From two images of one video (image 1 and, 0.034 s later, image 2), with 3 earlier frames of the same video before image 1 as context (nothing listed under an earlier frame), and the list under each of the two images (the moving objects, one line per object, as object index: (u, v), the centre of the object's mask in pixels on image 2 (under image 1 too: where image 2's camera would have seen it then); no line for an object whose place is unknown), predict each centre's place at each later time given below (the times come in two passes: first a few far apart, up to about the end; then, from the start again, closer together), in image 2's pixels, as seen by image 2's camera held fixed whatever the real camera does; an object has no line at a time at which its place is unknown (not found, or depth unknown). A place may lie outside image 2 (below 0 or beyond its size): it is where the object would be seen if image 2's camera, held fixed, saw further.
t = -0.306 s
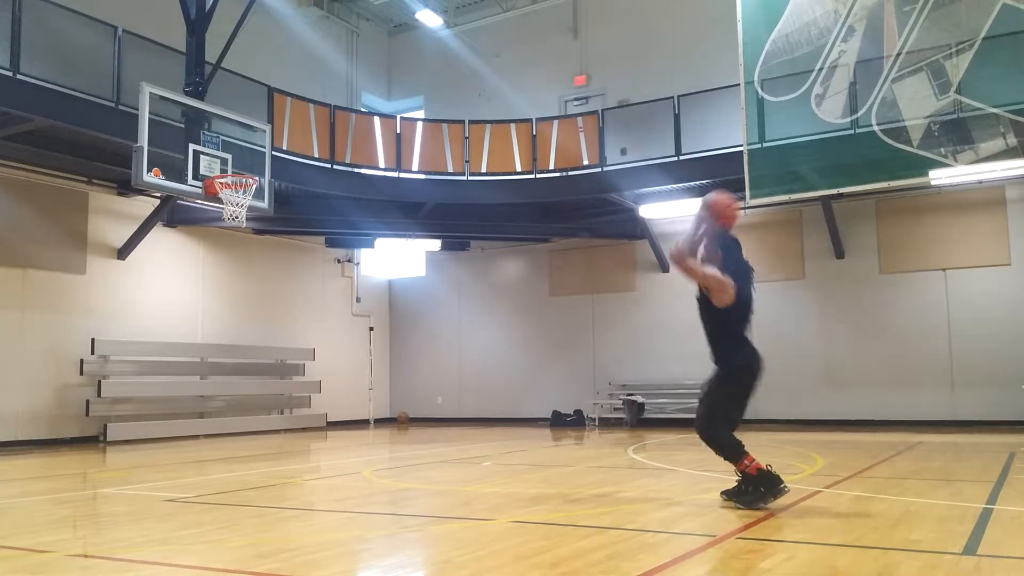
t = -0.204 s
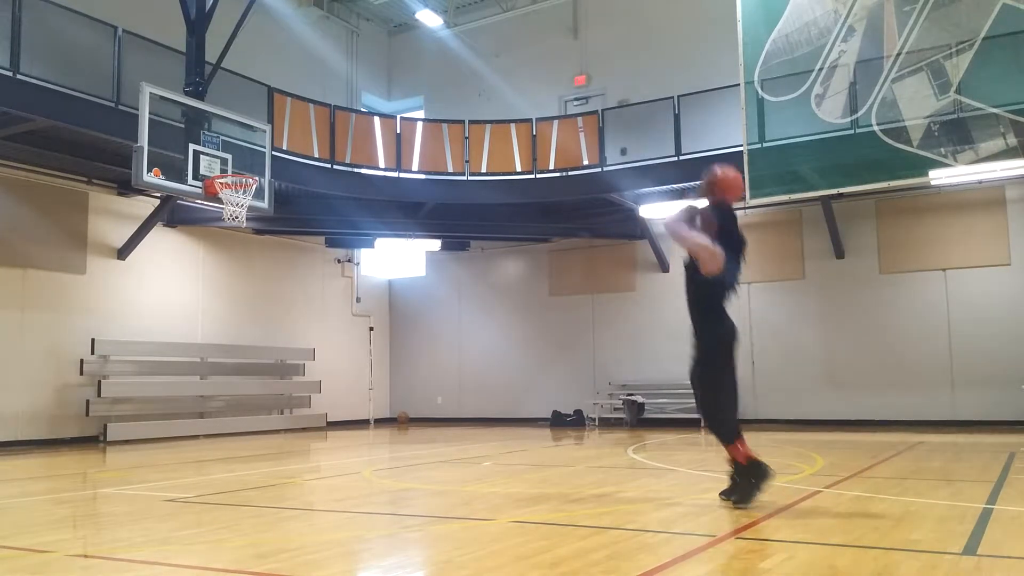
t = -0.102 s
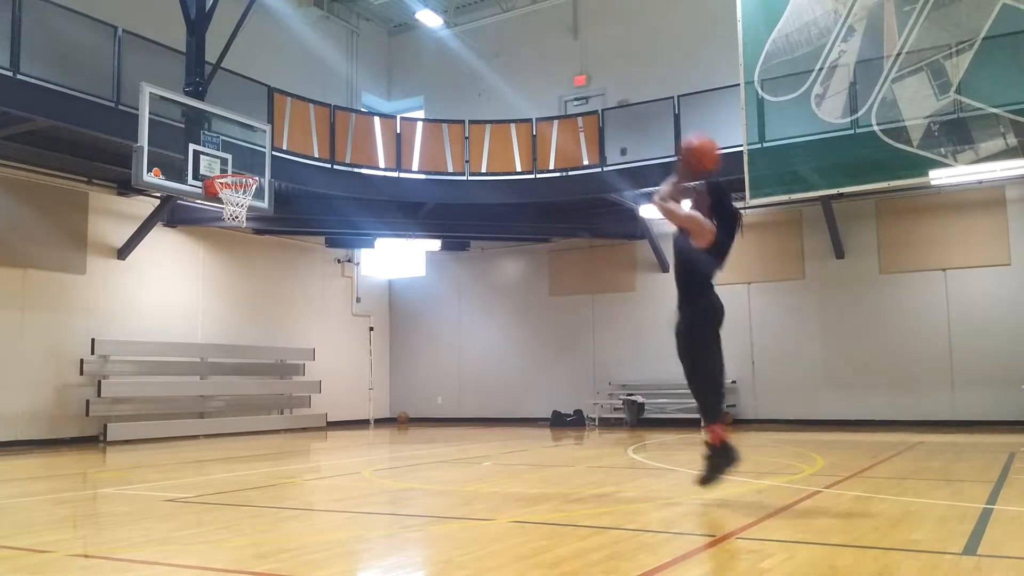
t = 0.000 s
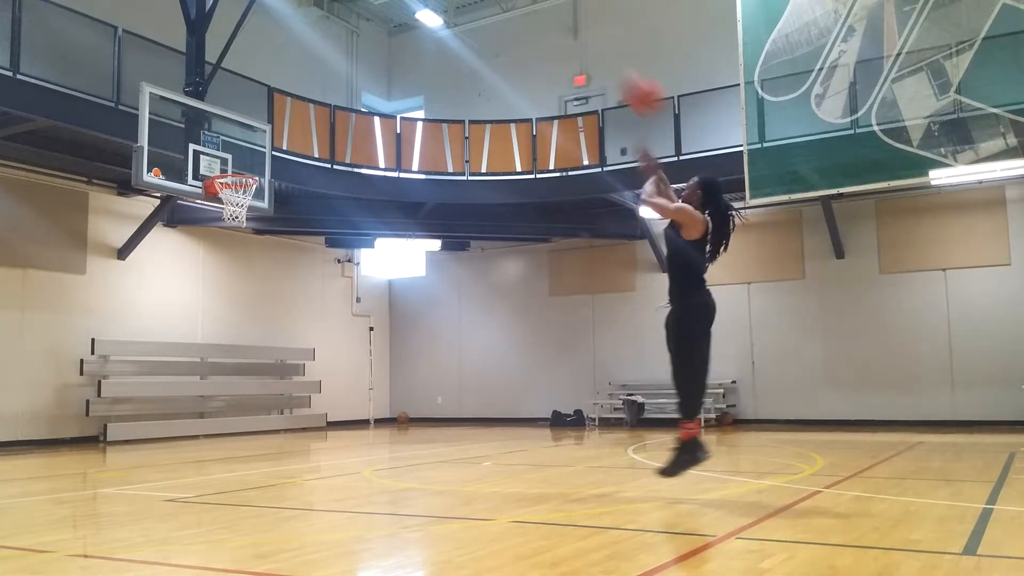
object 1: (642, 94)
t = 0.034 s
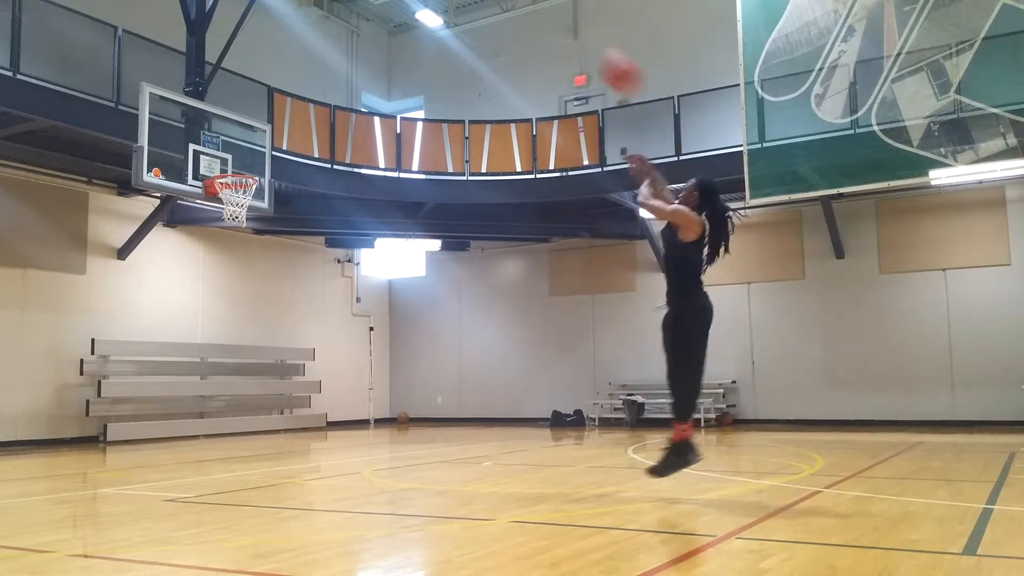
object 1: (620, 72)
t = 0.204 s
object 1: (529, 9)
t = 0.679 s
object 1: (345, 10)
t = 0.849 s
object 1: (298, 57)
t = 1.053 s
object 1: (250, 142)
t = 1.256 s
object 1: (238, 196)
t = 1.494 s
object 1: (243, 211)
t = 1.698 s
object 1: (240, 260)
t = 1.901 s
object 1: (236, 345)
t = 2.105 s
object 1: (232, 428)
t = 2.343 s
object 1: (227, 342)
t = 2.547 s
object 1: (222, 306)
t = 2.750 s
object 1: (217, 304)
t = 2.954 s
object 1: (211, 335)
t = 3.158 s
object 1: (205, 401)
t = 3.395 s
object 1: (199, 396)
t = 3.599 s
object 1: (195, 361)
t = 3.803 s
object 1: (191, 358)
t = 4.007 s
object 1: (185, 386)
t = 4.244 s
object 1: (178, 424)
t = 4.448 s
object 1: (170, 390)
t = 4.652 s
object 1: (163, 388)
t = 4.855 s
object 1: (153, 417)
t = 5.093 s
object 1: (145, 413)
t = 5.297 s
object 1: (138, 405)
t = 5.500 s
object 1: (130, 427)
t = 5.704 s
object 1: (123, 420)
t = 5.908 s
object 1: (116, 419)
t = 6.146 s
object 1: (107, 428)
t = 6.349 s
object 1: (101, 427)
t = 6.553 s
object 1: (94, 430)
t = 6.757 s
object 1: (87, 434)
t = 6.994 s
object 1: (79, 433)
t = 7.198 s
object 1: (72, 433)
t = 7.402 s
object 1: (66, 435)
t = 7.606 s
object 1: (60, 437)
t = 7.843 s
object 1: (62, 436)
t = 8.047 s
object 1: (61, 436)
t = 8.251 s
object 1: (60, 437)
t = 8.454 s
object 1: (59, 437)
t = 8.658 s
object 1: (59, 437)
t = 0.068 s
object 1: (600, 53)
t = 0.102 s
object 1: (581, 38)
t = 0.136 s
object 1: (562, 24)
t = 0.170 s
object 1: (545, 15)
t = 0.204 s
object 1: (529, 9)
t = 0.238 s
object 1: (512, 5)
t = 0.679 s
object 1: (345, 10)
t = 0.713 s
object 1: (336, 15)
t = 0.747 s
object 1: (327, 24)
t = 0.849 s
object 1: (298, 57)
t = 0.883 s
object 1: (290, 69)
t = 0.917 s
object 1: (283, 82)
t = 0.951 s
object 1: (273, 96)
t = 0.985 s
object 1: (264, 110)
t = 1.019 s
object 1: (258, 125)
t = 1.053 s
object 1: (250, 142)
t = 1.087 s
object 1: (243, 158)
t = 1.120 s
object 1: (237, 172)
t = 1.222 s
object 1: (236, 200)
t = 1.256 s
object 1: (238, 196)
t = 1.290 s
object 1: (240, 194)
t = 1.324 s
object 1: (241, 196)
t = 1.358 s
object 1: (241, 197)
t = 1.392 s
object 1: (242, 199)
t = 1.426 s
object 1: (242, 202)
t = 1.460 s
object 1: (244, 205)
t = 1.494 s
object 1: (243, 211)
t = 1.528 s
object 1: (243, 218)
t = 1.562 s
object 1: (242, 222)
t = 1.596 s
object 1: (241, 229)
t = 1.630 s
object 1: (241, 238)
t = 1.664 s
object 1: (240, 249)
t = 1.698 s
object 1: (240, 260)
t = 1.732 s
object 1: (239, 272)
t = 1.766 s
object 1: (238, 285)
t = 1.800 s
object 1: (238, 298)
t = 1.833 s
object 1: (237, 312)
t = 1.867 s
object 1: (236, 328)
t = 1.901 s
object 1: (236, 345)
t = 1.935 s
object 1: (236, 362)
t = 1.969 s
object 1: (234, 380)
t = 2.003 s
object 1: (233, 401)
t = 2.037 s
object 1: (233, 421)
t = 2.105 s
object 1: (232, 428)
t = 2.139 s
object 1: (230, 413)
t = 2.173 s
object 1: (230, 400)
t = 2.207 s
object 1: (229, 385)
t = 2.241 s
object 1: (229, 373)
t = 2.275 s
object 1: (228, 362)
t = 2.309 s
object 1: (227, 351)
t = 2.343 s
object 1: (227, 342)
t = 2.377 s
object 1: (226, 333)
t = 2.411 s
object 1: (225, 326)
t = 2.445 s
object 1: (225, 319)
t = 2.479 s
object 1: (224, 314)
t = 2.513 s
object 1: (223, 309)
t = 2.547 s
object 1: (222, 306)
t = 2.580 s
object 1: (221, 303)
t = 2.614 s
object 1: (221, 301)
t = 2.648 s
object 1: (220, 301)
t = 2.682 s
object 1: (219, 301)
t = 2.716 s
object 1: (218, 302)
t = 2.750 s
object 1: (217, 304)
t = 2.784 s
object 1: (216, 307)
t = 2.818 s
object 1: (215, 310)
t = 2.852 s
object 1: (214, 315)
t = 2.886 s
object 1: (213, 321)
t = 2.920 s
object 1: (212, 328)
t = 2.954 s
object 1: (211, 335)
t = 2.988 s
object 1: (211, 344)
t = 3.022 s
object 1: (209, 354)
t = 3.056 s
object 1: (207, 365)
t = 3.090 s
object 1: (207, 375)
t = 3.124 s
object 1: (206, 388)
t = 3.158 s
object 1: (205, 401)
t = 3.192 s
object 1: (203, 415)
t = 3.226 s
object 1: (203, 431)
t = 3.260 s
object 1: (202, 438)
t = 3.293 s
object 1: (201, 426)
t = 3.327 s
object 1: (200, 416)
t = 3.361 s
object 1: (199, 405)
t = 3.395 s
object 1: (199, 396)
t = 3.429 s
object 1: (198, 387)
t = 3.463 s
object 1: (197, 380)
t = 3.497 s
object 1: (196, 374)
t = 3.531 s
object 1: (196, 369)
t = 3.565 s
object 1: (196, 364)
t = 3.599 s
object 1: (195, 361)
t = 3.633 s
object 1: (194, 358)
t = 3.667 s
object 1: (194, 357)
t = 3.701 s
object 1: (193, 356)
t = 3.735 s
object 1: (192, 356)
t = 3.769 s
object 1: (191, 356)
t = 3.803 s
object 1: (191, 358)
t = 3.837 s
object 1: (189, 361)
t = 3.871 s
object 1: (188, 364)
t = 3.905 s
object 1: (188, 368)
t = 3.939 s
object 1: (187, 374)
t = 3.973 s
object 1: (186, 380)
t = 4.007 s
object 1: (185, 386)
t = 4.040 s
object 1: (184, 395)
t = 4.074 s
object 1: (183, 403)
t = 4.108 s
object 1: (181, 414)
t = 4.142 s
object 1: (181, 424)
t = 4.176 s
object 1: (180, 436)
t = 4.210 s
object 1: (179, 434)
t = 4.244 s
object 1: (178, 424)
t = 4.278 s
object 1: (177, 418)
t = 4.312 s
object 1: (176, 410)
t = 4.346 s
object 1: (174, 404)
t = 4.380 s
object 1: (173, 399)
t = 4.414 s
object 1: (171, 394)
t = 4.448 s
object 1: (170, 390)
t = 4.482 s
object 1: (169, 388)
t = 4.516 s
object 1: (168, 386)
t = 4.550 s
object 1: (166, 386)
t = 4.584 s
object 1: (165, 385)
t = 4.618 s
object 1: (164, 386)
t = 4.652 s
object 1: (163, 388)
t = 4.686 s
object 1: (161, 390)
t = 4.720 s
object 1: (159, 394)
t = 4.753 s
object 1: (159, 398)
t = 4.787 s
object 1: (156, 404)
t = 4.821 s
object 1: (155, 410)
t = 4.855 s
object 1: (153, 417)
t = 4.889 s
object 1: (152, 424)
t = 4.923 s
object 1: (151, 431)
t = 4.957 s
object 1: (149, 435)
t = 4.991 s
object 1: (148, 429)
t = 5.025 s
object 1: (147, 424)
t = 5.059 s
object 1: (146, 418)
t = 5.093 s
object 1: (145, 413)
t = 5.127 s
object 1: (144, 410)
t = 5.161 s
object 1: (143, 407)
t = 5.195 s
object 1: (142, 406)
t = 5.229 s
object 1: (141, 404)
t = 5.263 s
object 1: (139, 405)
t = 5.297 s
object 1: (138, 405)
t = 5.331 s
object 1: (137, 406)
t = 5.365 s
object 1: (135, 409)
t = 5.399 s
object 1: (134, 412)
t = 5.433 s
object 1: (133, 415)
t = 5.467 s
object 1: (132, 420)
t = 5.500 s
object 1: (130, 427)
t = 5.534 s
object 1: (128, 433)
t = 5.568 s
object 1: (127, 436)
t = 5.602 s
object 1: (126, 431)
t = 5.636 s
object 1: (125, 427)
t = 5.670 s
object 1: (124, 423)
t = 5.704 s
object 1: (123, 420)
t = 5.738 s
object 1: (121, 418)
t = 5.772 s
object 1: (120, 416)
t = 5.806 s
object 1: (119, 416)
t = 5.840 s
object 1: (118, 416)
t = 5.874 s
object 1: (117, 417)
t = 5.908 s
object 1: (116, 419)
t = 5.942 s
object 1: (115, 423)
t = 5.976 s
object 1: (113, 426)
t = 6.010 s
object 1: (112, 429)
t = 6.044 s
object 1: (110, 436)
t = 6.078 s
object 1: (110, 436)
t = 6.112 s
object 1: (109, 431)
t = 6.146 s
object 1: (107, 428)
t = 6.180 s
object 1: (106, 427)
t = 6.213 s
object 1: (105, 425)
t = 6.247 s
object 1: (104, 425)
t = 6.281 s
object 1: (103, 425)
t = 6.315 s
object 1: (102, 426)
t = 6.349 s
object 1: (101, 427)
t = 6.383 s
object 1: (100, 428)
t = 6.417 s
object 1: (99, 432)
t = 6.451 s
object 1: (97, 436)
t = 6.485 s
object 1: (96, 435)
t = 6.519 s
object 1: (95, 433)
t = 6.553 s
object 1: (94, 430)
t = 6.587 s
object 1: (94, 429)
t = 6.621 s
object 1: (92, 428)
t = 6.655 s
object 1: (91, 428)
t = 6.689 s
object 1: (90, 429)
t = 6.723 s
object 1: (89, 431)
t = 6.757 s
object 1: (87, 434)
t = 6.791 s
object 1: (86, 436)
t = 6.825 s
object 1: (85, 435)
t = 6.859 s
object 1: (84, 433)
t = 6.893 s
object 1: (83, 432)
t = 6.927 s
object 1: (82, 432)
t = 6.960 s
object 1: (80, 432)
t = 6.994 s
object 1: (79, 433)
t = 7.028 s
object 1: (78, 435)
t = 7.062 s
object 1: (77, 436)
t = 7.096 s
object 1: (75, 435)
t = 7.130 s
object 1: (74, 434)
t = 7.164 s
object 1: (73, 433)
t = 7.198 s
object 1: (72, 433)
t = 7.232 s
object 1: (72, 435)
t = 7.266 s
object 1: (71, 435)
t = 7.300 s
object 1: (69, 435)
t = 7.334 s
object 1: (69, 435)
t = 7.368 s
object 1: (67, 435)
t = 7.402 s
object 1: (66, 435)
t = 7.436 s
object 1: (65, 436)
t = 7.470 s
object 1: (64, 436)
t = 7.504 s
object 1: (63, 436)
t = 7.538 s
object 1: (62, 436)
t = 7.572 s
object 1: (61, 436)
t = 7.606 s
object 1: (60, 437)
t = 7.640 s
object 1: (60, 436)
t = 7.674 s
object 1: (61, 436)
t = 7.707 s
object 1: (61, 435)
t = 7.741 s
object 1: (61, 436)
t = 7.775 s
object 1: (62, 436)
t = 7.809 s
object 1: (62, 436)
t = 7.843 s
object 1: (62, 436)
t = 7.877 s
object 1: (62, 436)
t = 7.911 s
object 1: (62, 436)
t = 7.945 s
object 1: (61, 436)
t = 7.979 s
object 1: (61, 436)
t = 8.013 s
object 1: (61, 436)
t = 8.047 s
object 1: (61, 436)
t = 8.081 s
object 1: (61, 436)
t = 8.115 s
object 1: (61, 436)
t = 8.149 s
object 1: (61, 436)
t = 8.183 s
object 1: (60, 436)
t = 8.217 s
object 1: (60, 436)
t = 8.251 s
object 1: (60, 437)
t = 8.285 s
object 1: (60, 436)
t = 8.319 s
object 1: (59, 437)
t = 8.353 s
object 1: (59, 437)
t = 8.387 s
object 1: (59, 437)
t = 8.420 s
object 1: (59, 437)
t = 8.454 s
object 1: (59, 437)
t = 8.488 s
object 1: (59, 436)
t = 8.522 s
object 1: (59, 437)
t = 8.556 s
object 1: (59, 437)
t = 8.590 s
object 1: (59, 437)
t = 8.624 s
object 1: (59, 437)
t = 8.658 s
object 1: (59, 437)
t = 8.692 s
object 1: (59, 437)
